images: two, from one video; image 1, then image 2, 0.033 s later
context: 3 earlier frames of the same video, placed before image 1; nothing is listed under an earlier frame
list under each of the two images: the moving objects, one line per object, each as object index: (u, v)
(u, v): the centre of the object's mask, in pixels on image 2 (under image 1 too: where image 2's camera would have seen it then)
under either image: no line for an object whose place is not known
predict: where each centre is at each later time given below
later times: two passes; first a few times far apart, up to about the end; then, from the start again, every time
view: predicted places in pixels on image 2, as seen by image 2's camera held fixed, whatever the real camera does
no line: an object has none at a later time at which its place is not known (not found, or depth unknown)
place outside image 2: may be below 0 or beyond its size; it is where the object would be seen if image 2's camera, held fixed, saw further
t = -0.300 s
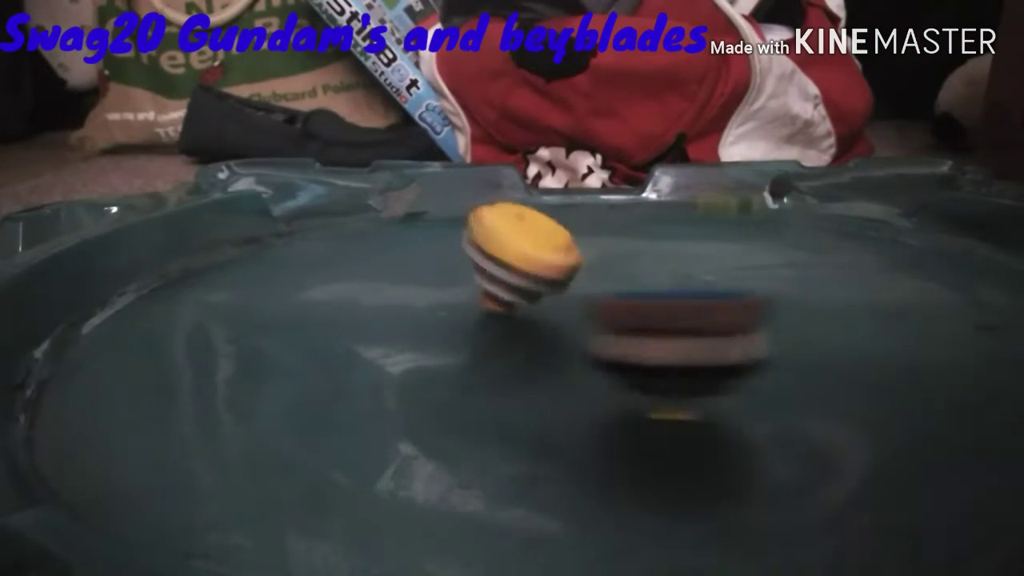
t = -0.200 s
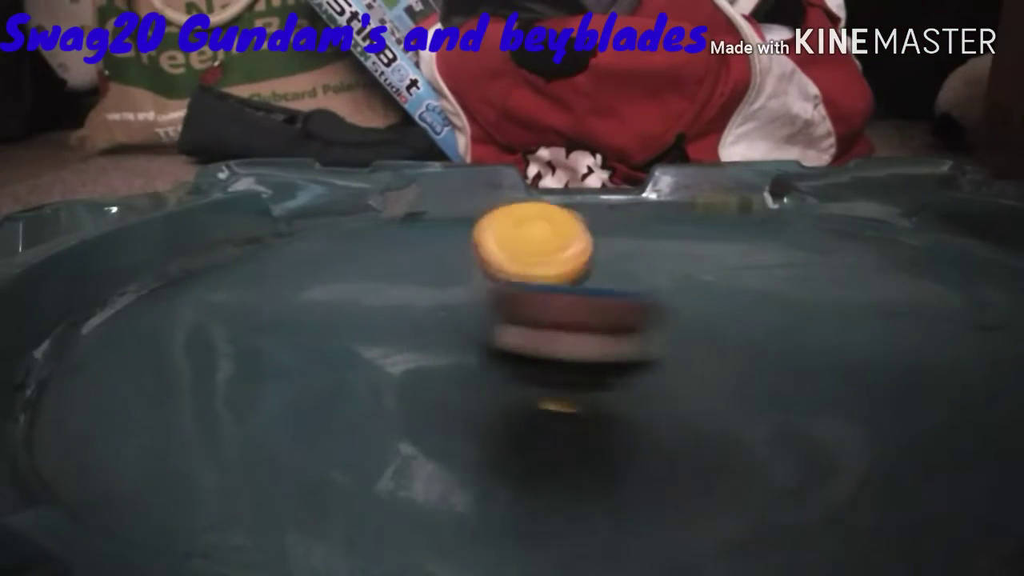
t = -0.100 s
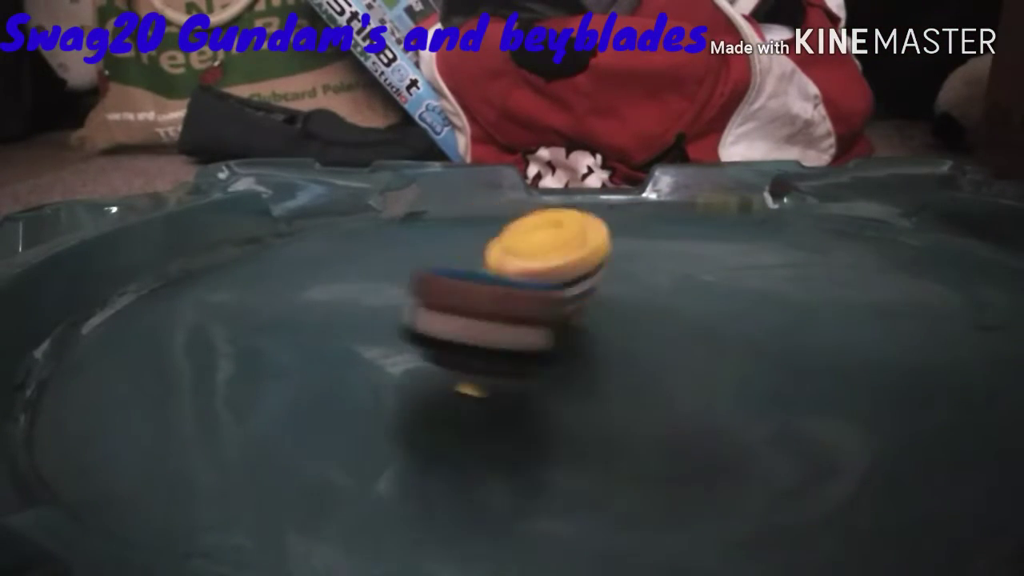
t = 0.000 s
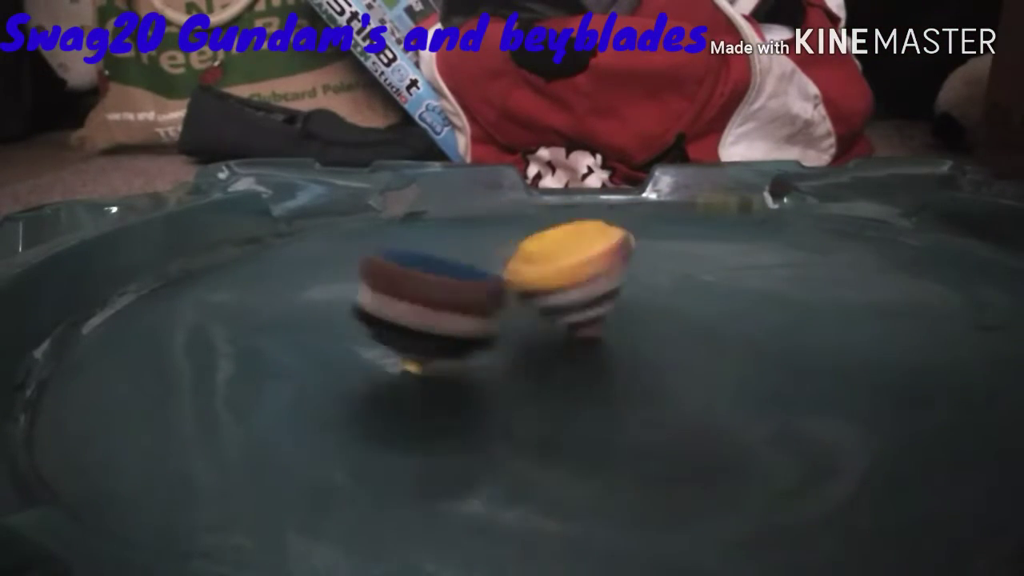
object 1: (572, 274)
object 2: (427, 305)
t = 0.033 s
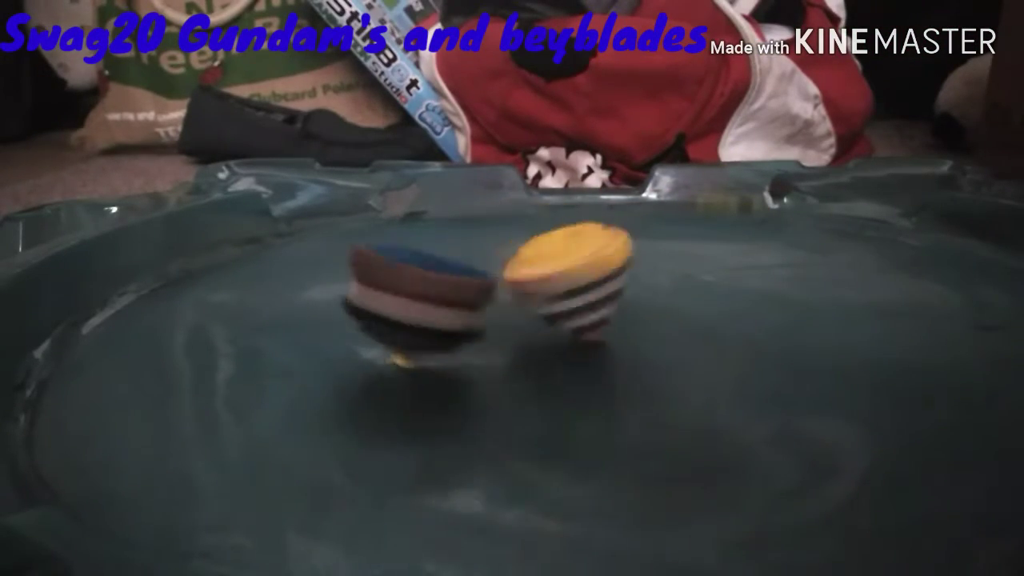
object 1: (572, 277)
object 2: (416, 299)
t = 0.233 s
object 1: (544, 290)
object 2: (398, 264)
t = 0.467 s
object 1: (536, 284)
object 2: (450, 243)
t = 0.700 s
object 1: (713, 368)
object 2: (585, 210)
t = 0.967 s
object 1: (850, 387)
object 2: (738, 211)
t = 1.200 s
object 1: (647, 347)
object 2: (846, 261)
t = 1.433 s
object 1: (570, 343)
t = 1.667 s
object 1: (496, 347)
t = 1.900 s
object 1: (570, 332)
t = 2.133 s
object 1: (661, 345)
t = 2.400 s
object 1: (648, 339)
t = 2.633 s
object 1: (593, 326)
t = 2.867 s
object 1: (508, 350)
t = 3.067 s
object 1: (504, 340)
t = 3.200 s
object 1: (524, 321)
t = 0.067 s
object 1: (571, 281)
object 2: (408, 293)
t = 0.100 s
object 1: (568, 285)
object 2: (402, 286)
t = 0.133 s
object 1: (564, 287)
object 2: (399, 281)
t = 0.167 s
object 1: (559, 289)
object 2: (397, 274)
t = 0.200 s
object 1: (551, 289)
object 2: (396, 268)
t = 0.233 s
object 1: (544, 290)
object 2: (398, 264)
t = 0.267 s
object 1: (541, 289)
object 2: (403, 258)
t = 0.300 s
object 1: (534, 288)
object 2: (409, 255)
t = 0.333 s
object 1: (530, 285)
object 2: (413, 252)
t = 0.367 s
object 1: (527, 283)
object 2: (418, 250)
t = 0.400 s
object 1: (529, 282)
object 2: (429, 248)
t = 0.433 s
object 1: (532, 284)
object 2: (438, 244)
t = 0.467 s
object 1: (536, 284)
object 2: (450, 243)
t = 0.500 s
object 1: (550, 289)
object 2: (469, 243)
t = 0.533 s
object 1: (560, 288)
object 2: (486, 243)
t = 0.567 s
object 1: (578, 313)
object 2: (510, 233)
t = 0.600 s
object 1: (607, 332)
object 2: (536, 232)
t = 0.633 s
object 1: (647, 341)
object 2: (549, 223)
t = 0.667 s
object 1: (684, 350)
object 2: (567, 216)
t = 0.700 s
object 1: (713, 368)
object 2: (585, 210)
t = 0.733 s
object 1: (777, 384)
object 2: (602, 209)
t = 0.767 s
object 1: (819, 393)
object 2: (618, 205)
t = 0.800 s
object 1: (855, 403)
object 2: (639, 205)
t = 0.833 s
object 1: (872, 404)
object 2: (657, 203)
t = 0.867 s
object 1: (875, 405)
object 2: (677, 204)
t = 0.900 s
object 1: (871, 395)
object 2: (697, 204)
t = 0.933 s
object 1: (865, 390)
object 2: (717, 207)
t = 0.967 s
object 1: (850, 387)
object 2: (738, 211)
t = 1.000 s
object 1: (829, 387)
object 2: (758, 216)
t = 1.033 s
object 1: (801, 384)
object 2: (778, 222)
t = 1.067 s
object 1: (775, 380)
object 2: (797, 227)
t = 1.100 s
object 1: (739, 368)
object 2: (814, 237)
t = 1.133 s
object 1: (708, 358)
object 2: (828, 244)
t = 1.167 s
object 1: (679, 352)
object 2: (839, 254)
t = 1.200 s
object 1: (647, 347)
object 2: (846, 261)
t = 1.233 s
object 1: (621, 346)
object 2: (850, 273)
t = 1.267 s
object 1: (599, 344)
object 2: (849, 283)
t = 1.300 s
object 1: (586, 341)
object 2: (841, 295)
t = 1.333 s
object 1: (578, 341)
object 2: (832, 303)
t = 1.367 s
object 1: (574, 341)
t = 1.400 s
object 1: (572, 342)
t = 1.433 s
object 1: (570, 343)
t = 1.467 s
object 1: (567, 344)
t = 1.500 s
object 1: (543, 339)
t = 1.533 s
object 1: (520, 341)
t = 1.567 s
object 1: (505, 344)
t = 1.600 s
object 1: (497, 347)
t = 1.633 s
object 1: (496, 348)
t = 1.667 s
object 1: (496, 347)
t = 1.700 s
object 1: (499, 345)
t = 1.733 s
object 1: (506, 341)
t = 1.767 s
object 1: (515, 339)
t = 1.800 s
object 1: (523, 336)
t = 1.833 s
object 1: (535, 336)
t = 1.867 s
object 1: (554, 332)
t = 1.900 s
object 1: (570, 332)
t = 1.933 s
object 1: (589, 332)
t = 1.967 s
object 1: (608, 333)
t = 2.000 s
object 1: (622, 336)
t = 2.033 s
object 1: (635, 339)
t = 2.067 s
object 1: (646, 341)
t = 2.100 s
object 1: (656, 344)
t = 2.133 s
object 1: (661, 345)
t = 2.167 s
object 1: (663, 347)
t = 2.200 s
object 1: (664, 348)
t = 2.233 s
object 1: (664, 348)
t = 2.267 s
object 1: (662, 346)
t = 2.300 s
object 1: (661, 345)
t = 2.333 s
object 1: (657, 343)
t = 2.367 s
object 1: (653, 341)
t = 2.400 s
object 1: (648, 339)
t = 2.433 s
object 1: (640, 337)
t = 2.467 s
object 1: (631, 334)
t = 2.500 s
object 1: (624, 332)
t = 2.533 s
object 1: (617, 330)
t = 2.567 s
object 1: (608, 328)
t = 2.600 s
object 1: (600, 327)
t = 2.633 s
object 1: (593, 326)
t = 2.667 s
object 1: (585, 326)
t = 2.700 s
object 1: (578, 326)
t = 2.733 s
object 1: (567, 326)
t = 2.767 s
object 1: (548, 333)
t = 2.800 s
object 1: (525, 338)
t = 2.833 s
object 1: (511, 345)
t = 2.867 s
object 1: (508, 350)
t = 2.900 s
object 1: (505, 348)
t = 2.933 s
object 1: (504, 348)
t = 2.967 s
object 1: (503, 347)
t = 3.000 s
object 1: (503, 345)
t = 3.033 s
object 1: (503, 343)
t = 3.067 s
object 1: (504, 340)
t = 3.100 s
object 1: (505, 335)
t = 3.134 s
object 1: (508, 331)
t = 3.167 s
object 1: (515, 325)
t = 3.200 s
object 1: (524, 321)
